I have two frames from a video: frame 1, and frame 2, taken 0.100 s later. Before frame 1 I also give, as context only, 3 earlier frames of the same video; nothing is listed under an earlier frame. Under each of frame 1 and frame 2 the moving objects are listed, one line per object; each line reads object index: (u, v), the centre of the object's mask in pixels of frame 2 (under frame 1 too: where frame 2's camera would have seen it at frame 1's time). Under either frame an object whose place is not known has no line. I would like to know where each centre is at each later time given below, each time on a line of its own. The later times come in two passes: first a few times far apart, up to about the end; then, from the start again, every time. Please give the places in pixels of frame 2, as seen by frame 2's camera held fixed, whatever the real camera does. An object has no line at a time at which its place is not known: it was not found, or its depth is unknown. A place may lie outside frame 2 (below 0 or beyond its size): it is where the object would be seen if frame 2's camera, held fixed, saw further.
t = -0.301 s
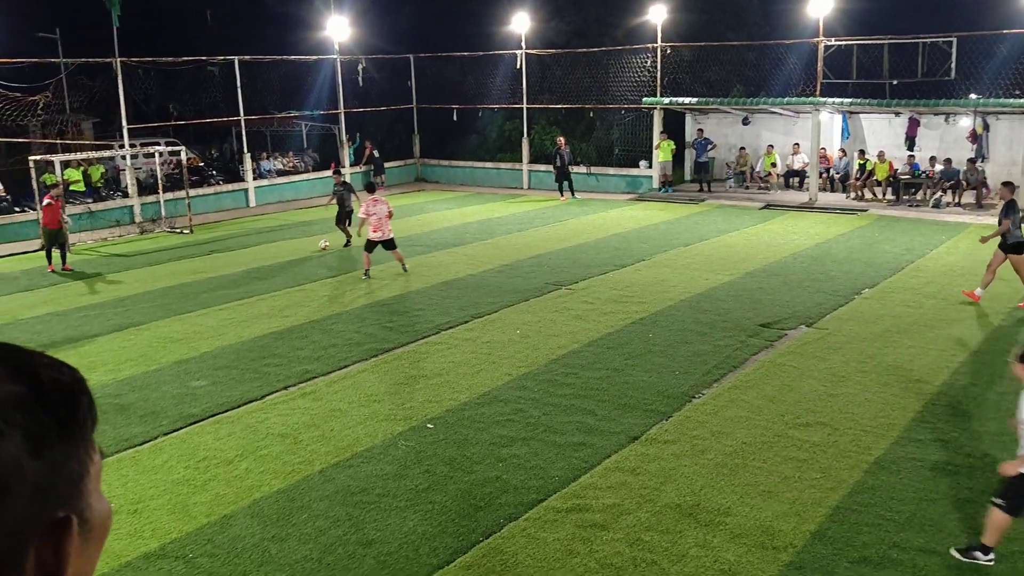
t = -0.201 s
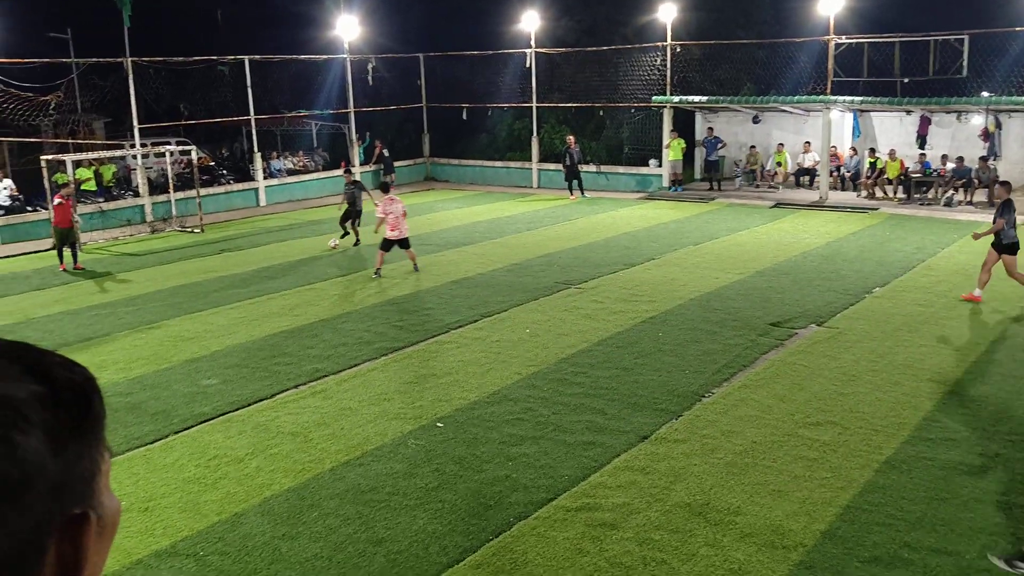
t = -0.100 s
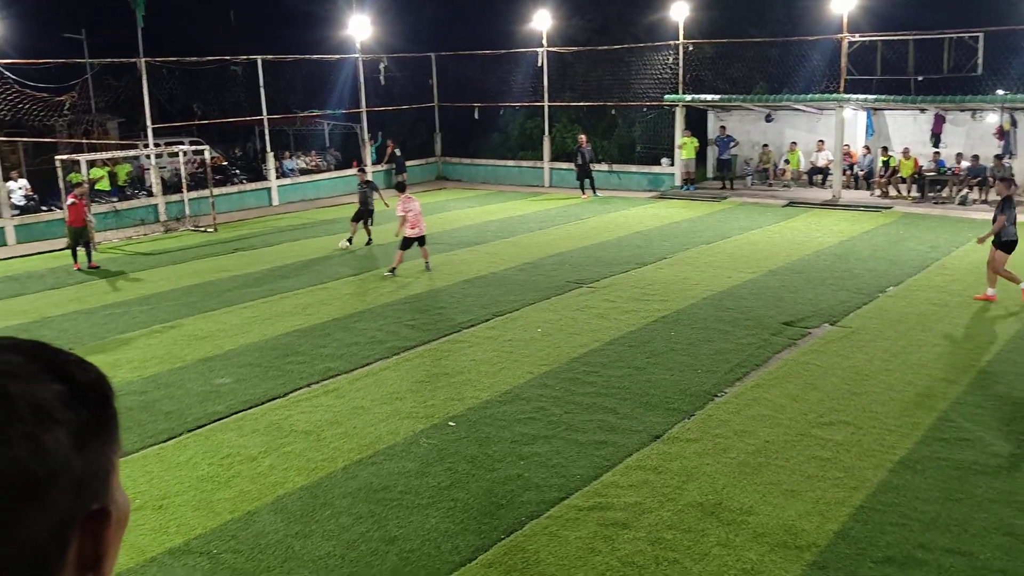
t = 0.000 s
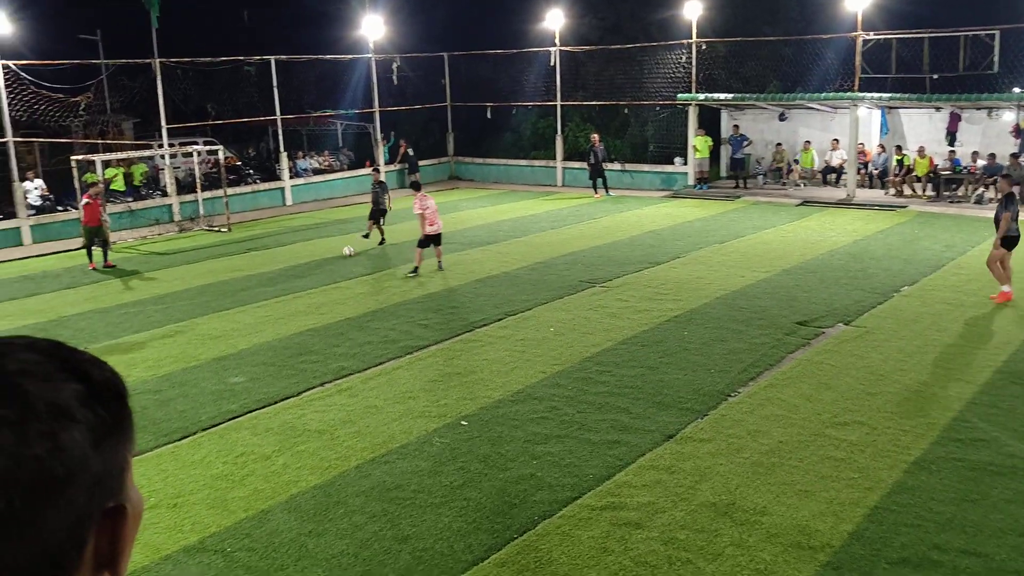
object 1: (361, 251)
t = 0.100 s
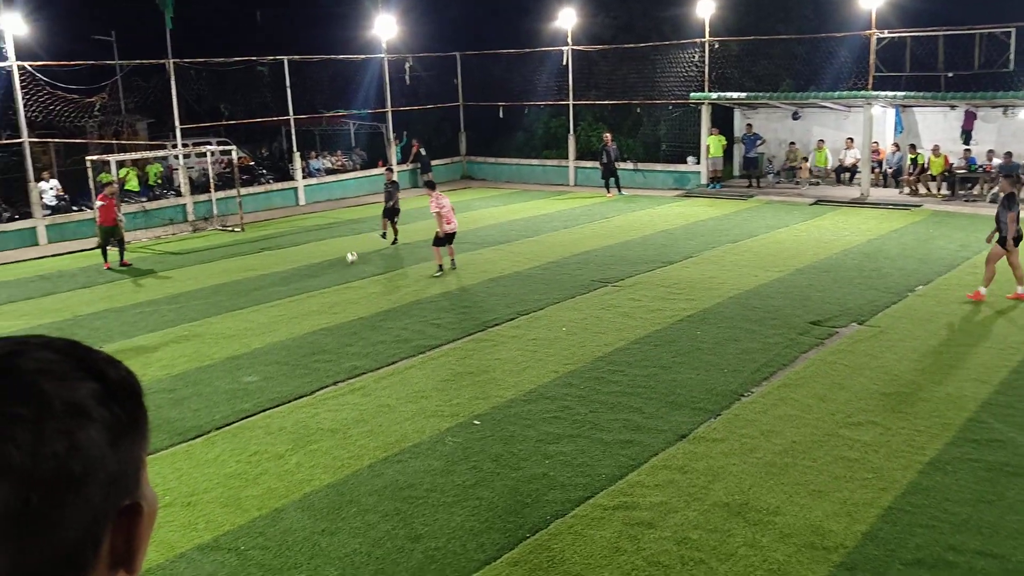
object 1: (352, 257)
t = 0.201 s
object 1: (342, 266)
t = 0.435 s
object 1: (320, 285)
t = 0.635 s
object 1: (300, 300)
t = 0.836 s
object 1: (278, 316)
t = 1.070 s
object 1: (247, 340)
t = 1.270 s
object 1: (218, 363)
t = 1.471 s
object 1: (184, 393)
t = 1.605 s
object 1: (162, 412)
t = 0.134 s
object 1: (348, 260)
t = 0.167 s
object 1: (345, 263)
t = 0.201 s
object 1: (342, 266)
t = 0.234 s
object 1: (339, 269)
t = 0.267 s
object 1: (336, 271)
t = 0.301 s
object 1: (333, 275)
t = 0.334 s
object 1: (330, 277)
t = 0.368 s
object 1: (327, 280)
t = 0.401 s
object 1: (324, 282)
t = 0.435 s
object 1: (320, 285)
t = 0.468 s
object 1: (317, 286)
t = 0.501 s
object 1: (314, 287)
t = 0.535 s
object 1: (310, 289)
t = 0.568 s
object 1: (307, 292)
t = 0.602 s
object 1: (304, 295)
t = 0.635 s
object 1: (300, 300)
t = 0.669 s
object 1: (297, 303)
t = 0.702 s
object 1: (293, 306)
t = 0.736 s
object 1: (290, 309)
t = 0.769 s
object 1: (286, 311)
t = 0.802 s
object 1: (282, 313)
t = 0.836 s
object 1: (278, 316)
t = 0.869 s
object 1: (274, 321)
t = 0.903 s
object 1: (270, 324)
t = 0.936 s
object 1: (266, 328)
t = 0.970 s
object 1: (261, 331)
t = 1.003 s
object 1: (257, 335)
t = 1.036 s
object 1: (252, 337)
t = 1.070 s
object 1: (247, 340)
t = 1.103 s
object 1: (243, 344)
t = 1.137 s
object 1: (238, 350)
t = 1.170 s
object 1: (234, 353)
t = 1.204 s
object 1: (227, 355)
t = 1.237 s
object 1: (223, 358)
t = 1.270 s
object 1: (218, 363)
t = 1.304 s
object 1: (213, 369)
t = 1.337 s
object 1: (207, 374)
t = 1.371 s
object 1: (202, 379)
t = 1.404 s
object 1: (196, 383)
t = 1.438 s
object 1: (190, 387)
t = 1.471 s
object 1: (184, 393)
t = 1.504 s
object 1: (178, 398)
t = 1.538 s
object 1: (172, 403)
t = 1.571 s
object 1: (165, 408)
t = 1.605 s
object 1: (162, 412)
